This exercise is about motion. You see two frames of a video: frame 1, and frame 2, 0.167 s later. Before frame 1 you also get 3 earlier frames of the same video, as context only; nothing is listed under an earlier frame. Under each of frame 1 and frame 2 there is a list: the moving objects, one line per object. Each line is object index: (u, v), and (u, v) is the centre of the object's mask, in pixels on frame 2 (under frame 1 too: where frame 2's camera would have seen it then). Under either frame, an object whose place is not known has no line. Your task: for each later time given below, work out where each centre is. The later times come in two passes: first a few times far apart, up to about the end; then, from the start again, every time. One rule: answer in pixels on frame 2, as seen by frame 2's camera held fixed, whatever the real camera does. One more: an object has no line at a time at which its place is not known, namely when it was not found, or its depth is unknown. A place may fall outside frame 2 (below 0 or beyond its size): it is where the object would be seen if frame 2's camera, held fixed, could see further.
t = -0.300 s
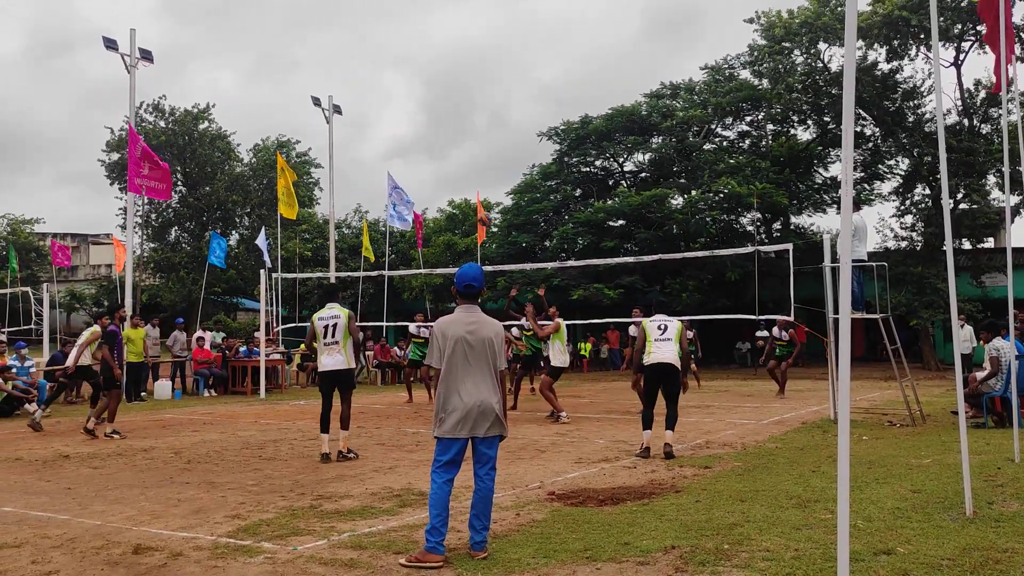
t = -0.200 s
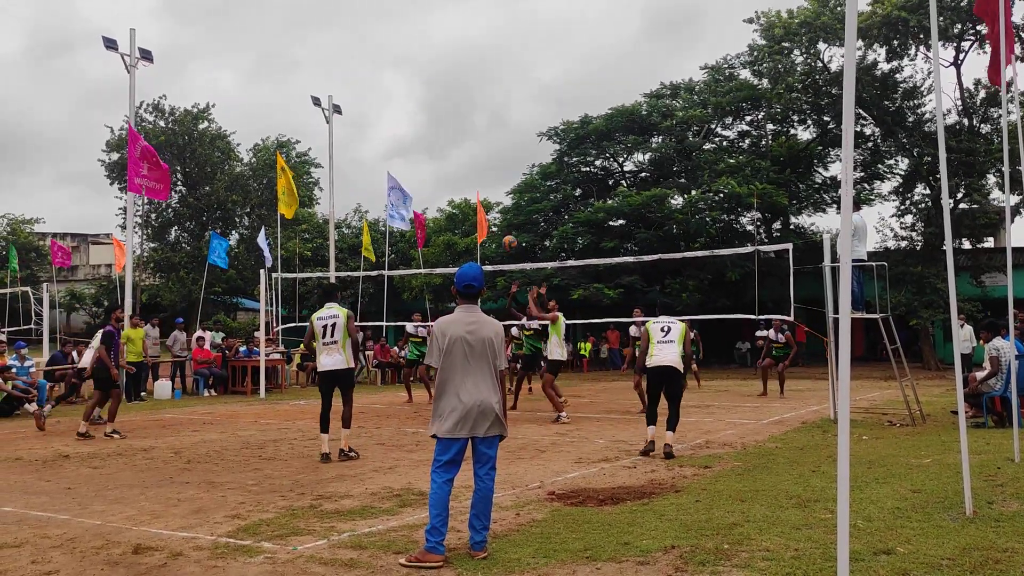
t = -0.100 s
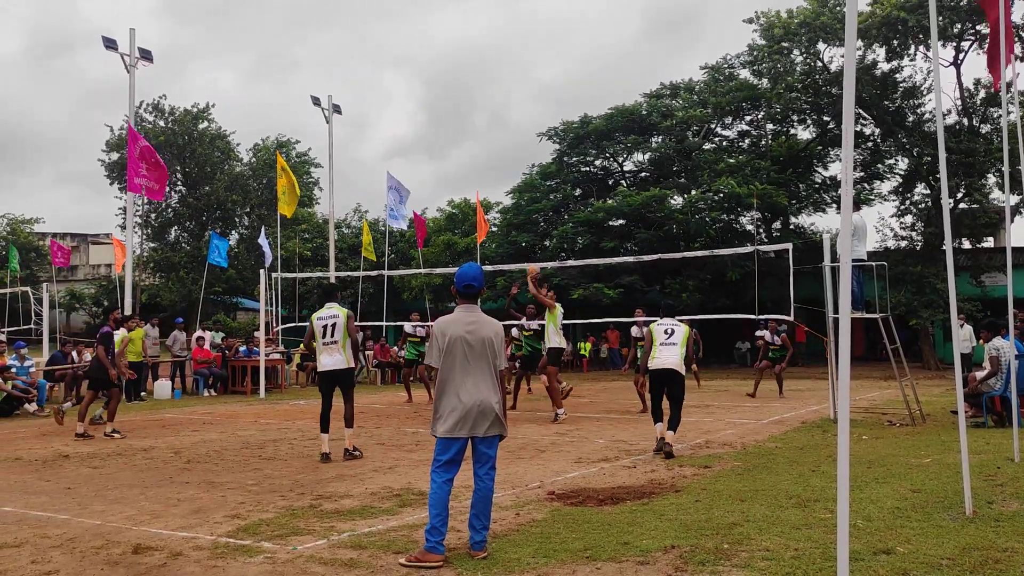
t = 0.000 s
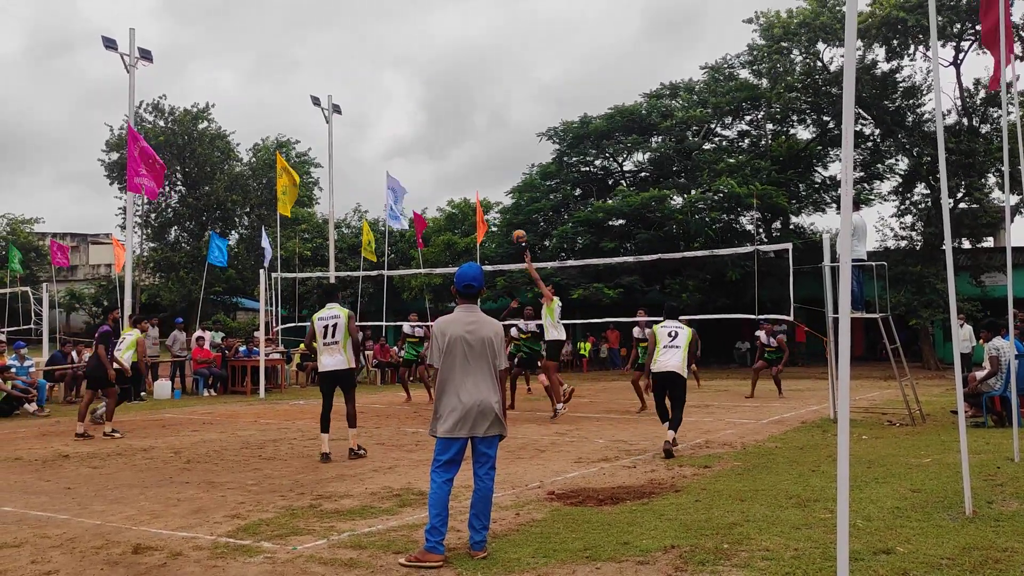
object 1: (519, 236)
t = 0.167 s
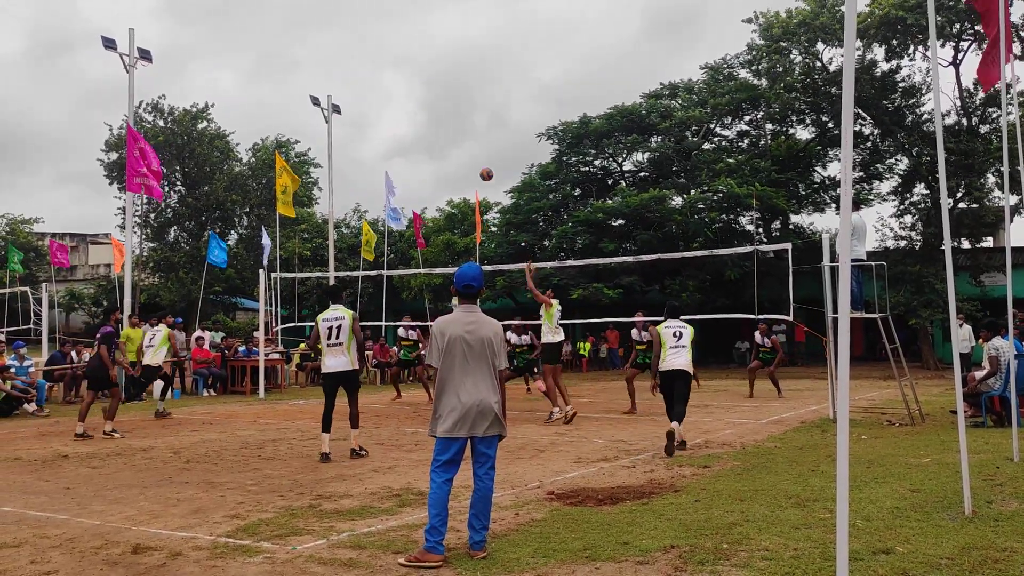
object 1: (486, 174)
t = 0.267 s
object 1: (467, 146)
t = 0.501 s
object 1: (424, 107)
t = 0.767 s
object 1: (388, 107)
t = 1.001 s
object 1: (358, 137)
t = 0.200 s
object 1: (480, 164)
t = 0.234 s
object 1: (473, 155)
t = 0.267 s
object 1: (467, 146)
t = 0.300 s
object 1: (456, 136)
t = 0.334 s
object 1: (450, 130)
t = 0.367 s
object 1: (445, 124)
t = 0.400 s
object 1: (440, 118)
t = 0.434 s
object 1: (435, 113)
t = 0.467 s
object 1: (430, 109)
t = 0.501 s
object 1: (424, 107)
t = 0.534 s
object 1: (423, 106)
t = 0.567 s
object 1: (414, 102)
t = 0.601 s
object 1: (413, 103)
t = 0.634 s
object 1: (408, 102)
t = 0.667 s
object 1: (403, 103)
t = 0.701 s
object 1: (398, 103)
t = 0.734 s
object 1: (393, 105)
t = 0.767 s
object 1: (388, 107)
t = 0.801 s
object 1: (384, 109)
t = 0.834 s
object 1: (379, 112)
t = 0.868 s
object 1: (375, 116)
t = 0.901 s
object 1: (370, 120)
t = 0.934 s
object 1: (366, 125)
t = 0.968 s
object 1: (362, 131)
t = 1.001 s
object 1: (358, 137)
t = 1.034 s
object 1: (354, 143)
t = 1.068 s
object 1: (349, 150)
